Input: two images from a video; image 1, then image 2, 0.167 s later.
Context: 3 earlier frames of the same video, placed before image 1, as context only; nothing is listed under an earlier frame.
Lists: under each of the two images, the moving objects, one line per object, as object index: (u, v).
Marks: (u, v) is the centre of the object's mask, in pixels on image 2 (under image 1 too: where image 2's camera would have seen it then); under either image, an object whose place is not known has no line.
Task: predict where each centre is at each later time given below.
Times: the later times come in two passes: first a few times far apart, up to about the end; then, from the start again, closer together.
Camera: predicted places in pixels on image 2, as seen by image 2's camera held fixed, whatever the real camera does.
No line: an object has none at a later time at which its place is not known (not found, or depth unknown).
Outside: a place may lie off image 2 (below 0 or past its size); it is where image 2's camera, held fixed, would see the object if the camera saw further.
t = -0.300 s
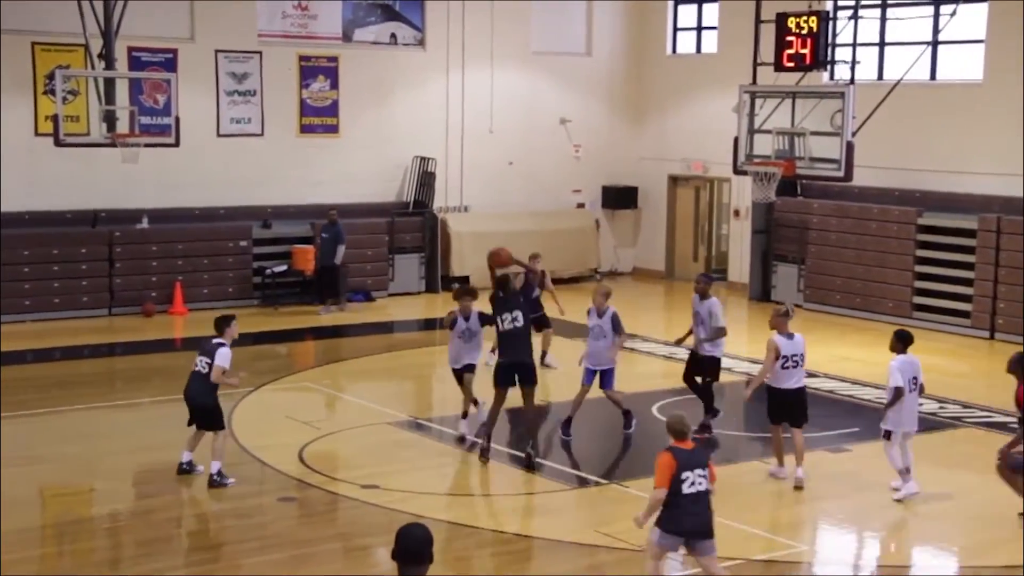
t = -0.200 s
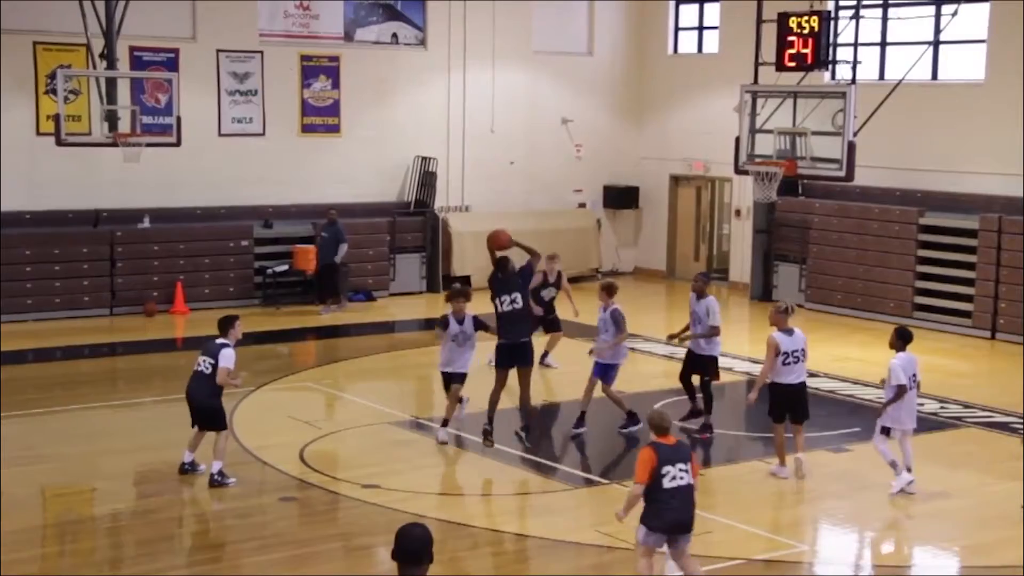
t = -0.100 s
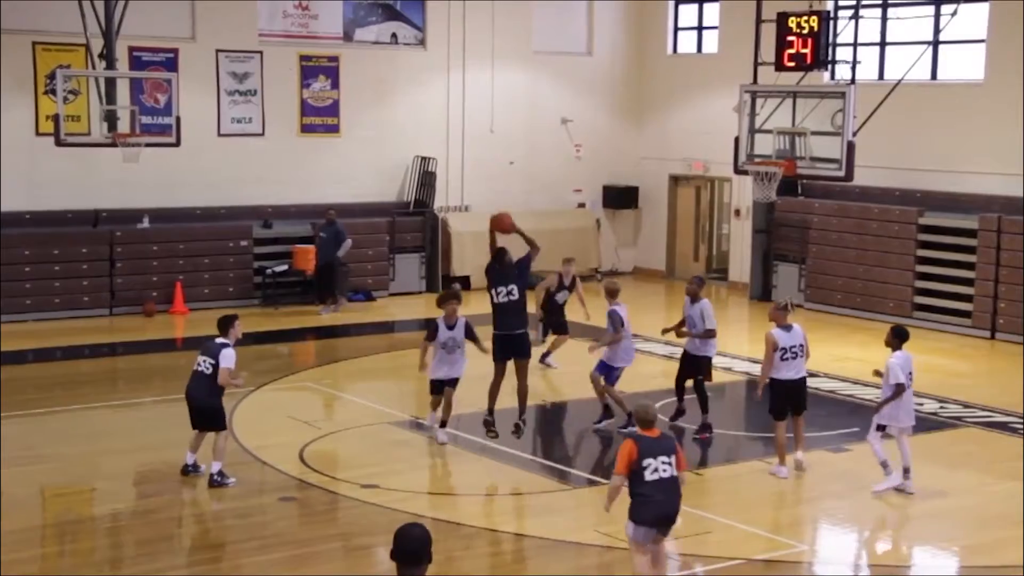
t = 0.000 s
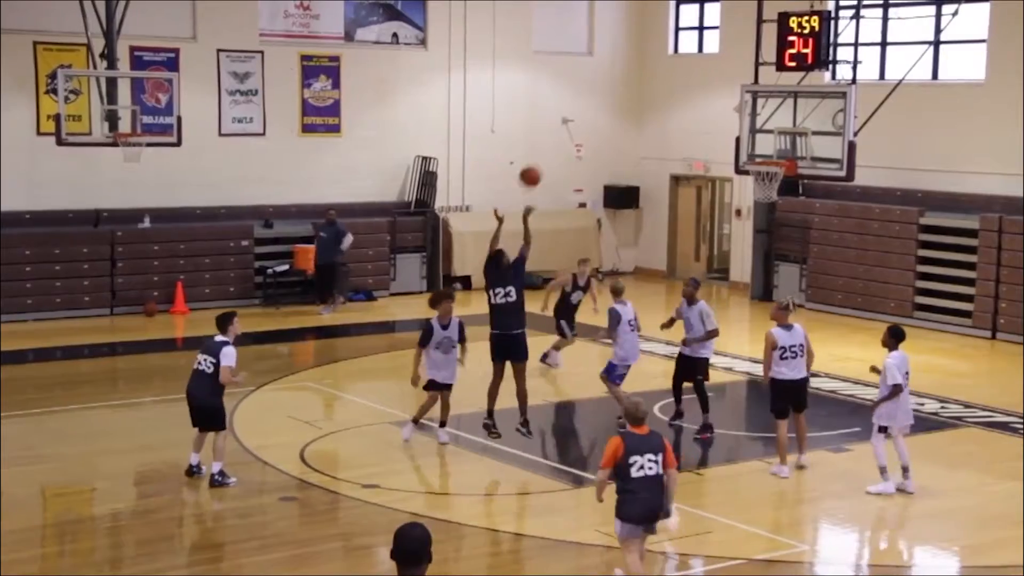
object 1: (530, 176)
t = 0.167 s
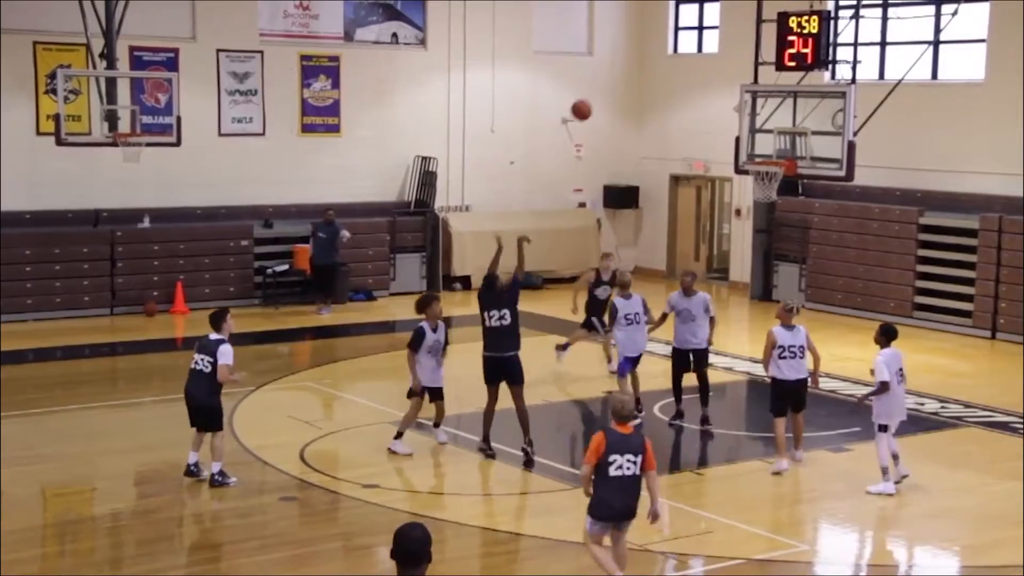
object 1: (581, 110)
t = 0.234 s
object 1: (601, 92)
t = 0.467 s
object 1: (665, 61)
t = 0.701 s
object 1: (722, 78)
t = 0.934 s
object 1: (773, 139)
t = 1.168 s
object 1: (770, 136)
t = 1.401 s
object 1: (758, 155)
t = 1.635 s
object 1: (771, 161)
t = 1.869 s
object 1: (777, 182)
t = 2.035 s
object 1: (775, 192)
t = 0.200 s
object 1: (591, 100)
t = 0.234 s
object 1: (601, 92)
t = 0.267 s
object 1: (610, 84)
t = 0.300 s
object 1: (620, 78)
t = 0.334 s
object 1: (629, 73)
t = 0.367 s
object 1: (638, 68)
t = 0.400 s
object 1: (647, 65)
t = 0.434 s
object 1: (656, 62)
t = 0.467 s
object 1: (665, 61)
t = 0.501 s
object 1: (673, 61)
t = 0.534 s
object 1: (682, 61)
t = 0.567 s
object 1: (690, 63)
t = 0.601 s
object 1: (699, 65)
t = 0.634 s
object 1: (707, 69)
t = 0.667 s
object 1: (715, 73)
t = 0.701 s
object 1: (722, 78)
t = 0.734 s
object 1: (730, 84)
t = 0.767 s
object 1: (737, 91)
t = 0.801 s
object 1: (744, 100)
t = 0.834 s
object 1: (752, 108)
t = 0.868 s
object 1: (758, 118)
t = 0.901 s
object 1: (767, 128)
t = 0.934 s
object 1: (773, 139)
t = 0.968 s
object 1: (780, 151)
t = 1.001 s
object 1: (779, 149)
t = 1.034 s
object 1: (777, 144)
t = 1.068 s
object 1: (775, 140)
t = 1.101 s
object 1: (774, 138)
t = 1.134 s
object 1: (772, 137)
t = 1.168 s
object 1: (770, 136)
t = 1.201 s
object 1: (768, 136)
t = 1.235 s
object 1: (766, 137)
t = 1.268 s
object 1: (764, 138)
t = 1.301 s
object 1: (762, 141)
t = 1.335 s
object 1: (760, 145)
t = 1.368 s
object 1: (758, 150)
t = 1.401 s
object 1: (758, 155)
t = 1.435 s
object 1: (758, 155)
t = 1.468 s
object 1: (759, 155)
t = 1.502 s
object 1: (762, 157)
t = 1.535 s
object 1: (764, 157)
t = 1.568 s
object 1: (768, 159)
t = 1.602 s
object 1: (770, 160)
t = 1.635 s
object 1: (771, 161)
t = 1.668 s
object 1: (772, 162)
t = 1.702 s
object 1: (775, 165)
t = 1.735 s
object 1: (777, 165)
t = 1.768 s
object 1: (781, 173)
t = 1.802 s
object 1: (777, 178)
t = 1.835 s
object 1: (779, 179)
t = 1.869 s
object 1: (777, 182)
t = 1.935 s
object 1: (779, 178)
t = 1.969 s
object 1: (779, 182)
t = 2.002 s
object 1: (773, 194)
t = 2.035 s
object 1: (775, 192)
